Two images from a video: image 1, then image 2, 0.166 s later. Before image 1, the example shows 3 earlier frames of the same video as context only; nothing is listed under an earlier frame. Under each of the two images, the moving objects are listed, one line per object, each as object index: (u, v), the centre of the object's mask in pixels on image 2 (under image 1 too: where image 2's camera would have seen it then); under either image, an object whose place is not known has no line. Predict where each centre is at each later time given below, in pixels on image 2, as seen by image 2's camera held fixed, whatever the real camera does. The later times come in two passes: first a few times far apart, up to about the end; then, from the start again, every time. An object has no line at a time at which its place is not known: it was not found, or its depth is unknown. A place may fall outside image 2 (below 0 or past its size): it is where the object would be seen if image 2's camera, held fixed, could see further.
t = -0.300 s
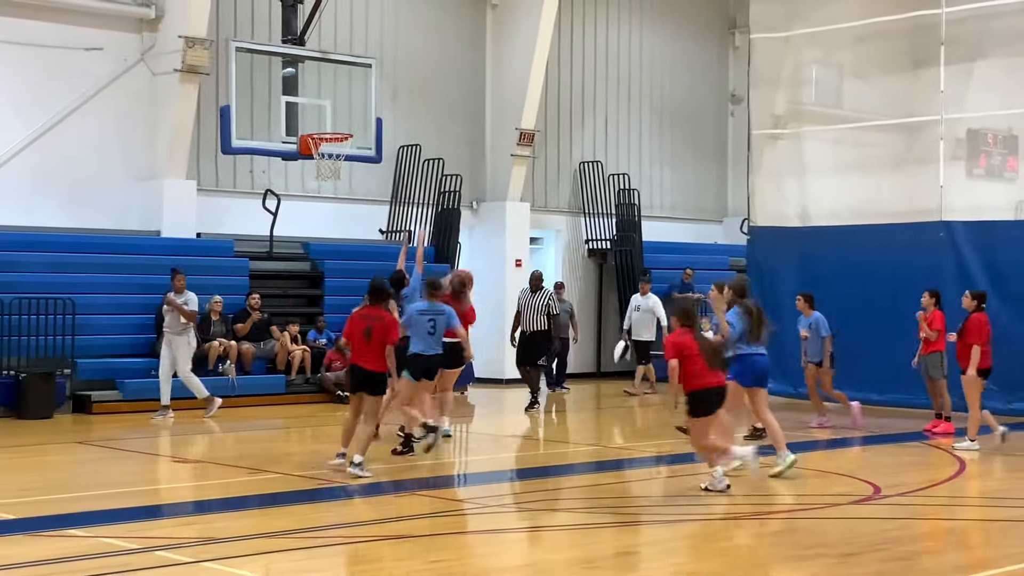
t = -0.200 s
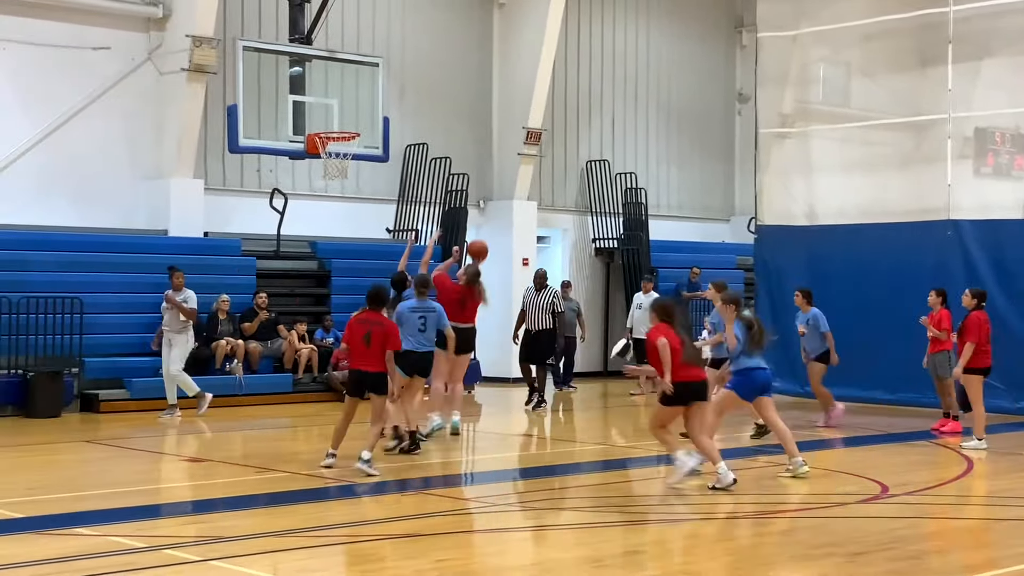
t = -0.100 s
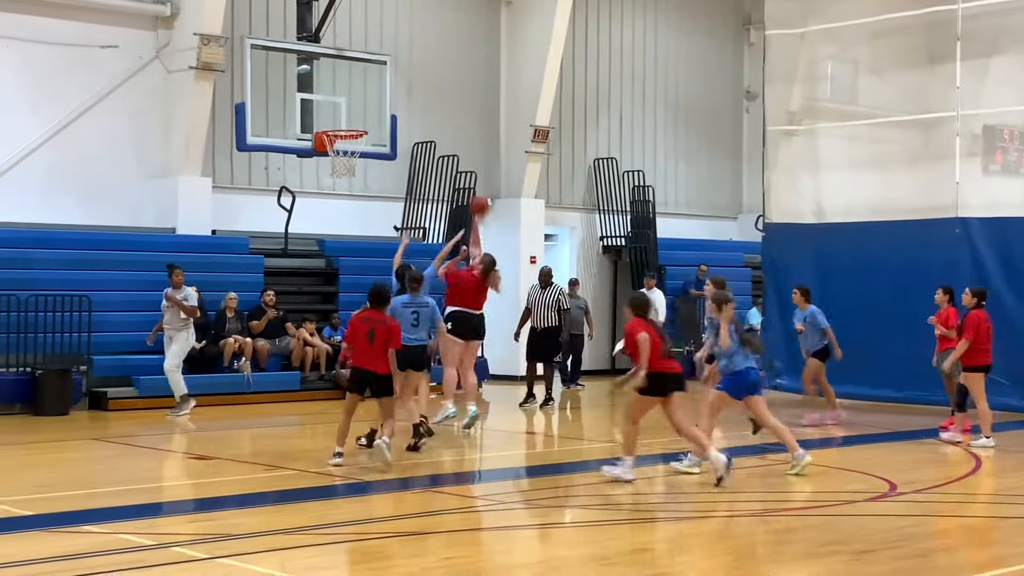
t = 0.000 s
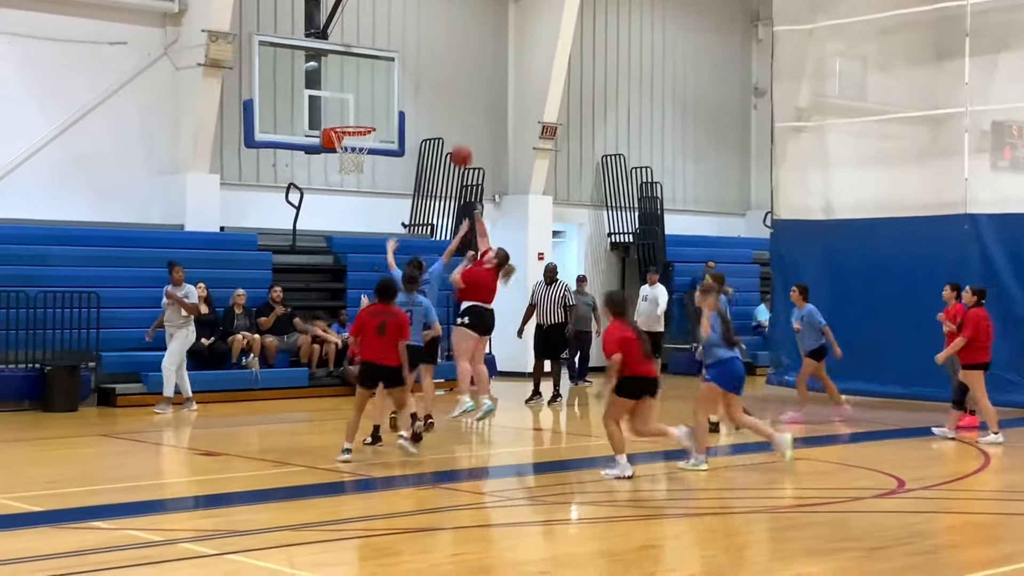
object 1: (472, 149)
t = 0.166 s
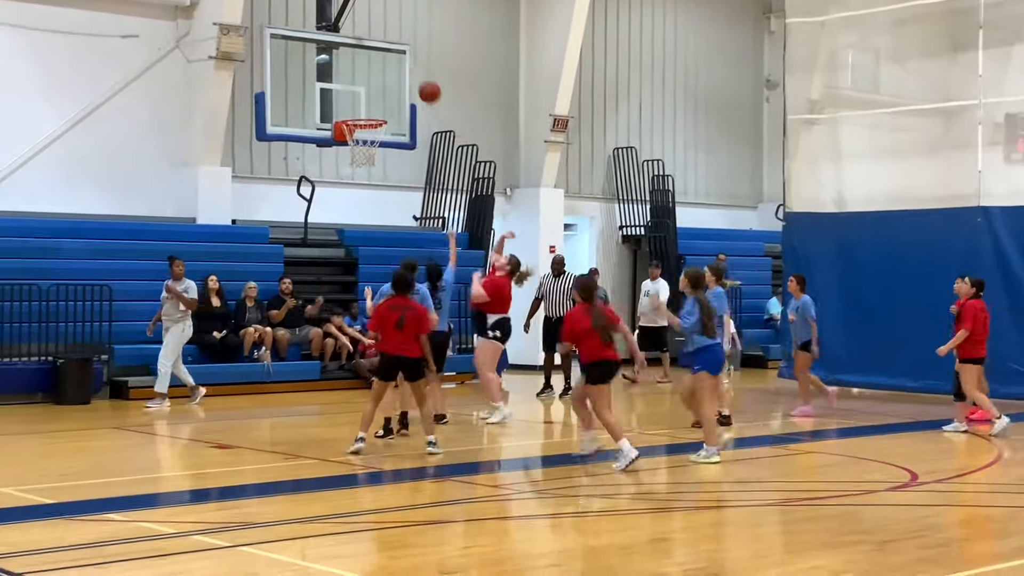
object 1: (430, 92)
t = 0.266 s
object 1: (404, 71)
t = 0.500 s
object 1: (375, 62)
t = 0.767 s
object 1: (365, 110)
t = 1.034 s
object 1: (361, 100)
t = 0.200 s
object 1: (421, 84)
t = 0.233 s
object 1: (412, 77)
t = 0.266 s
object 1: (404, 71)
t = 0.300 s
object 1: (395, 65)
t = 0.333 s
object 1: (386, 62)
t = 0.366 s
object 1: (380, 58)
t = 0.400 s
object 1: (379, 58)
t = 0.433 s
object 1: (378, 58)
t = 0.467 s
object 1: (376, 59)
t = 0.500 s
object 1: (375, 62)
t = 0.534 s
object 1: (373, 65)
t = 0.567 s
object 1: (372, 70)
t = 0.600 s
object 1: (371, 76)
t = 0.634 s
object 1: (370, 82)
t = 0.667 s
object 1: (368, 90)
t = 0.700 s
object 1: (367, 100)
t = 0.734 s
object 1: (365, 109)
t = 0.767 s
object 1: (365, 110)
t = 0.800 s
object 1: (364, 110)
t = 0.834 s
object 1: (364, 111)
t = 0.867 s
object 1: (363, 112)
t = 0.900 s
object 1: (363, 113)
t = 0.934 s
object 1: (363, 109)
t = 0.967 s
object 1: (362, 105)
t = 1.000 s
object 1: (361, 102)
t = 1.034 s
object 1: (361, 100)
